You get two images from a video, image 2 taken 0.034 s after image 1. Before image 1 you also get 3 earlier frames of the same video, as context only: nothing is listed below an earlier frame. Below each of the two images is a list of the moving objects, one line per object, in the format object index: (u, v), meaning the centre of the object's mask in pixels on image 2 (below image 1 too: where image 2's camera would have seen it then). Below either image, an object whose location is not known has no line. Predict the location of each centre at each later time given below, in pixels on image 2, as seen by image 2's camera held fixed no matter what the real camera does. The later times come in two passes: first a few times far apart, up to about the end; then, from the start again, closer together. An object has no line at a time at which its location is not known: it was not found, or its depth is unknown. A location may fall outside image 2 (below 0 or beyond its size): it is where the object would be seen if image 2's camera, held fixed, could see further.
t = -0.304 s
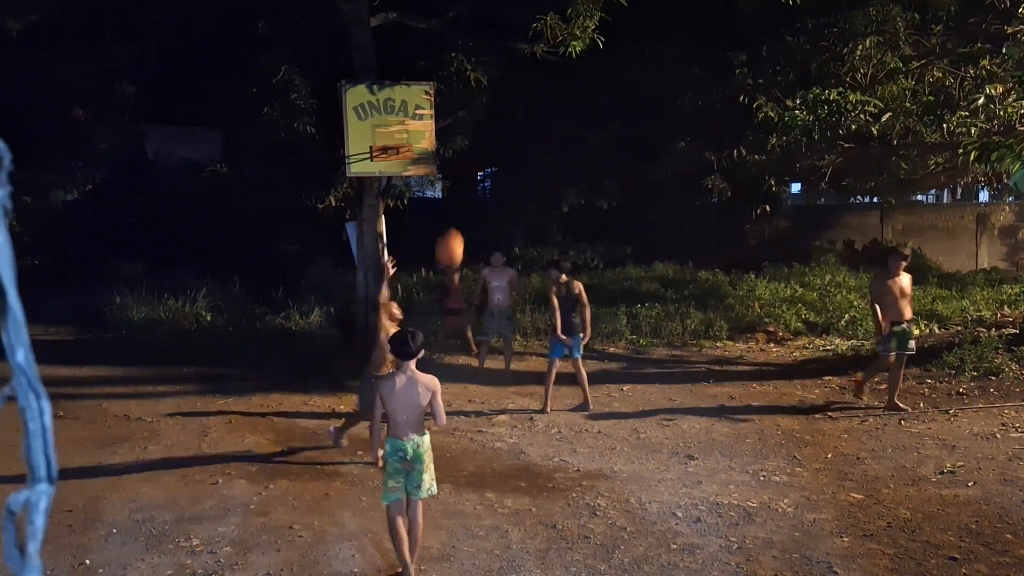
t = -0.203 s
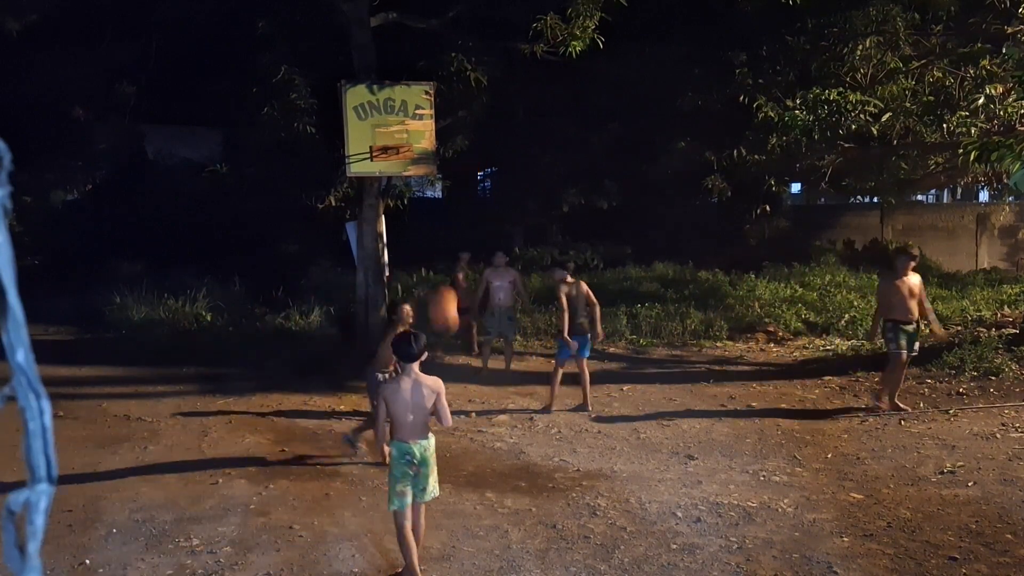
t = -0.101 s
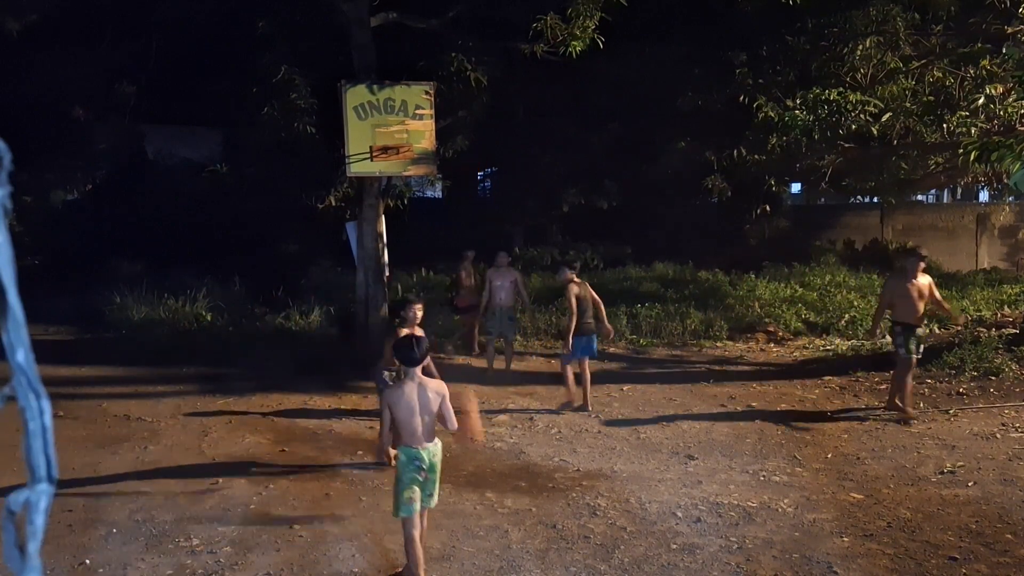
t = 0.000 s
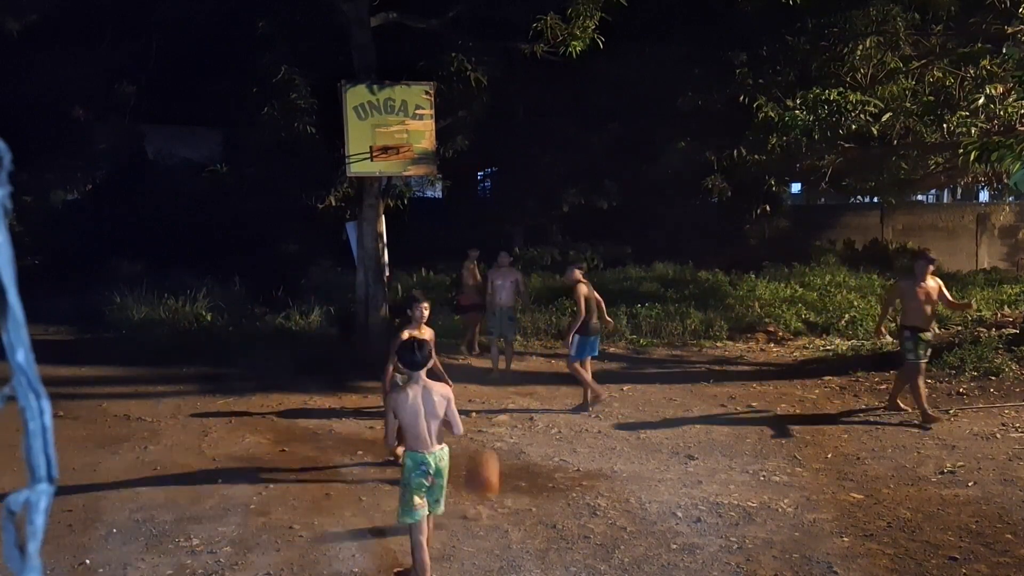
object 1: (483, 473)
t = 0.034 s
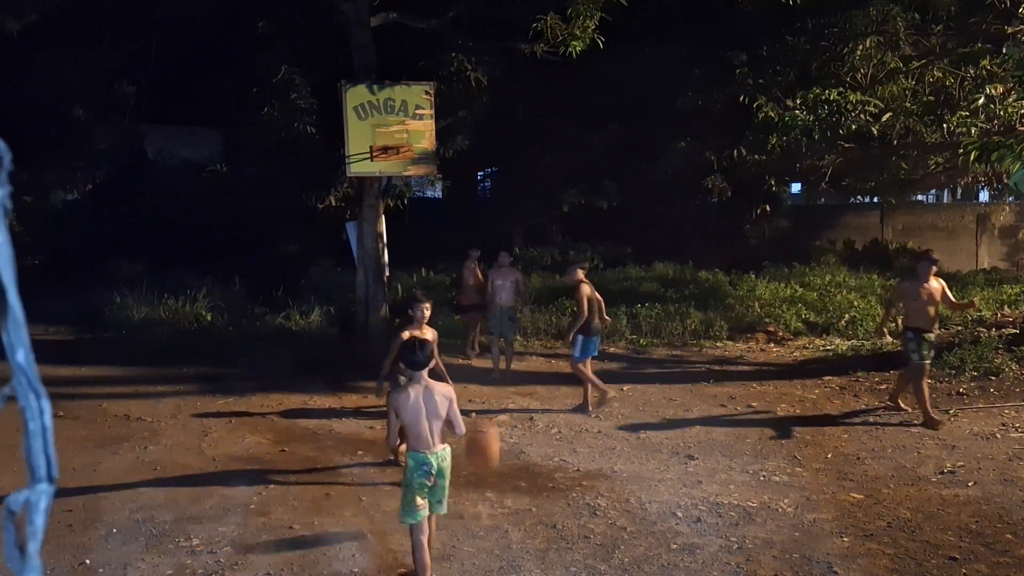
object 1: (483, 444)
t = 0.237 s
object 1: (487, 292)
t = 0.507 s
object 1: (492, 155)
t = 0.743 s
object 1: (496, 120)
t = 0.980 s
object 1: (503, 192)
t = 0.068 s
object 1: (484, 414)
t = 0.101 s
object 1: (485, 389)
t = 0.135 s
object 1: (486, 362)
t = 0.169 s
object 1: (485, 337)
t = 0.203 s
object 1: (486, 314)
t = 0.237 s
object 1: (487, 292)
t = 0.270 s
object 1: (486, 270)
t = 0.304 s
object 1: (487, 248)
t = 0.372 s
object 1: (488, 213)
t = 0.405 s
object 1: (489, 197)
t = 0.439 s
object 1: (490, 181)
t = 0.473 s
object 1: (491, 167)
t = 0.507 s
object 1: (492, 155)
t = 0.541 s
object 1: (492, 144)
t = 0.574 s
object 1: (493, 136)
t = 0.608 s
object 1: (494, 129)
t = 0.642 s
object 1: (495, 124)
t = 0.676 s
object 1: (495, 120)
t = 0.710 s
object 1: (496, 119)
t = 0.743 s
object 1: (496, 120)
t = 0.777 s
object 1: (497, 123)
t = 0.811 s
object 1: (499, 129)
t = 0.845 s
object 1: (500, 136)
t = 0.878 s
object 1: (501, 146)
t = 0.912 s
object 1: (502, 158)
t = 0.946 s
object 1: (503, 174)
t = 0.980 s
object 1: (503, 192)
